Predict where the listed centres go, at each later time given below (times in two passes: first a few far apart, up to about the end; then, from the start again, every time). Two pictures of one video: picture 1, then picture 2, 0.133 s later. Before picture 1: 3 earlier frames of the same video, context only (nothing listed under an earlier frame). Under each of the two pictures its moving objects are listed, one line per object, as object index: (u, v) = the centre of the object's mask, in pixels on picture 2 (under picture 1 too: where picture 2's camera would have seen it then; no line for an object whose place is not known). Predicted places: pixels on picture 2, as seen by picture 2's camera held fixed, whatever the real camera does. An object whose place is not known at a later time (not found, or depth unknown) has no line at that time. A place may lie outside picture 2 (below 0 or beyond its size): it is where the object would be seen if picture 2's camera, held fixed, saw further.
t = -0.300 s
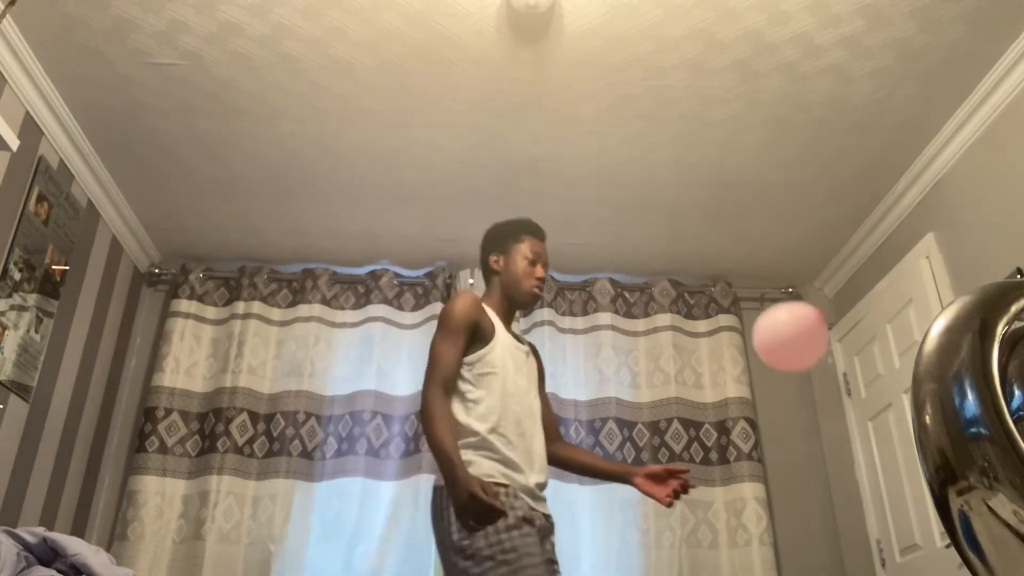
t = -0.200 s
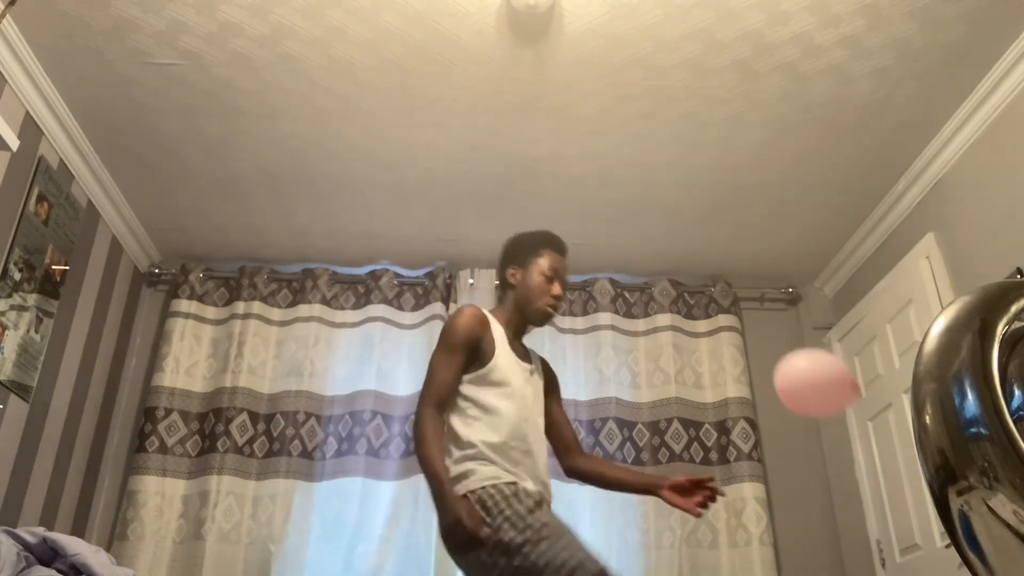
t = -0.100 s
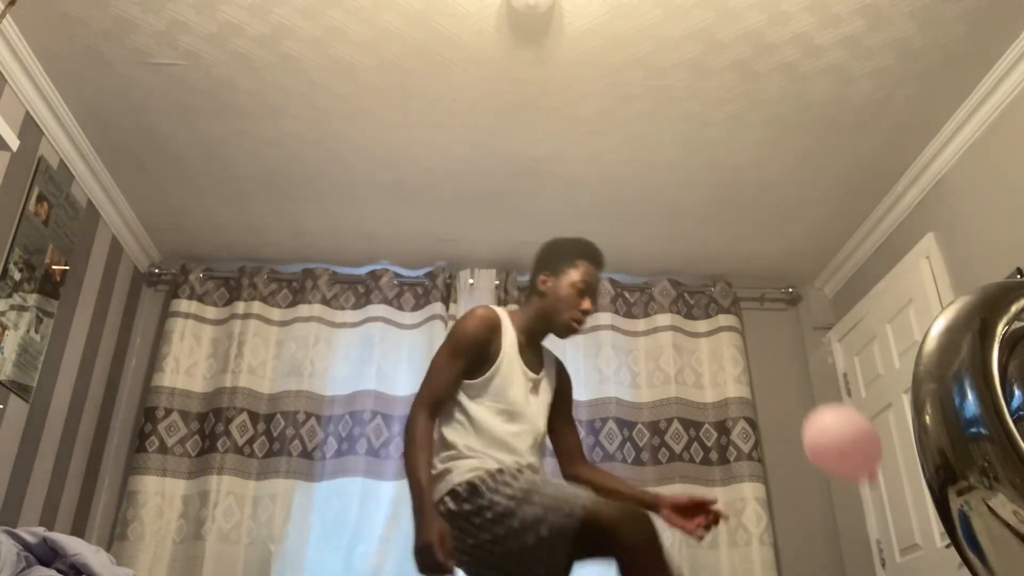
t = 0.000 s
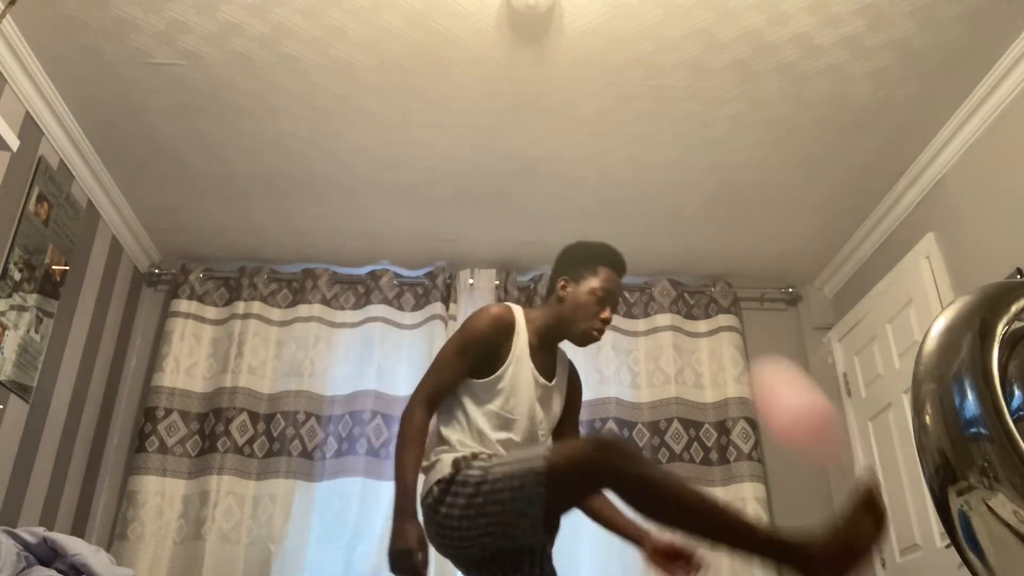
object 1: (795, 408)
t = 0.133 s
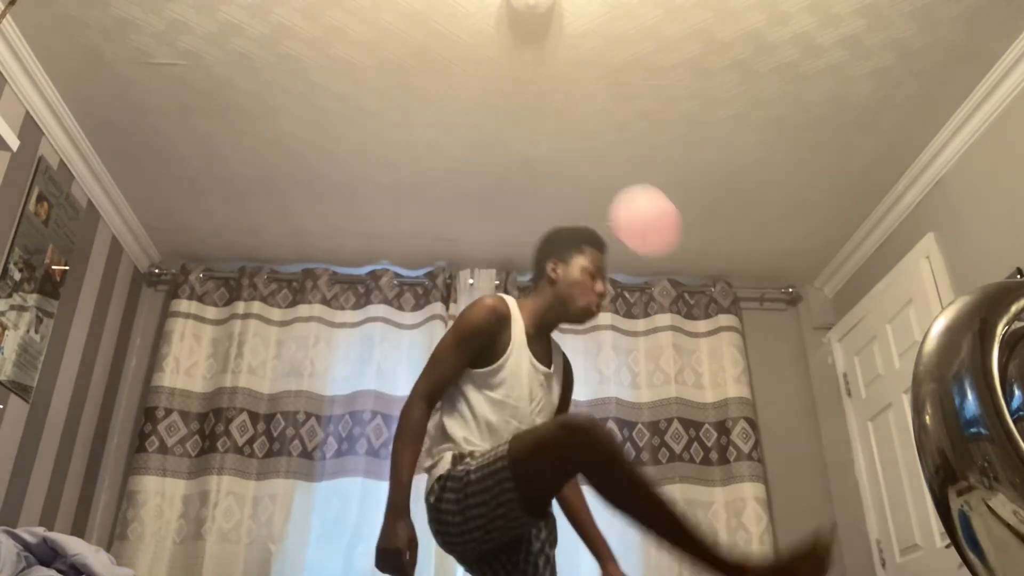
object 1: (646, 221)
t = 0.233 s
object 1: (575, 159)
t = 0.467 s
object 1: (477, 121)
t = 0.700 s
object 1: (411, 168)
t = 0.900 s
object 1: (378, 246)
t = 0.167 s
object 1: (621, 194)
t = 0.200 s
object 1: (597, 173)
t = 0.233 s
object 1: (575, 159)
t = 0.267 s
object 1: (555, 148)
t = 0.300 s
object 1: (538, 140)
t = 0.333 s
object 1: (524, 134)
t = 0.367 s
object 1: (512, 129)
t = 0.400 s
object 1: (502, 124)
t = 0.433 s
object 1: (490, 121)
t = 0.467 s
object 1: (477, 121)
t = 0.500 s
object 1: (464, 122)
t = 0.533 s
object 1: (451, 127)
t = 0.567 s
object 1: (441, 134)
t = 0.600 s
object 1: (432, 141)
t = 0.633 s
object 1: (424, 149)
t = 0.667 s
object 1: (417, 159)
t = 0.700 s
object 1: (411, 168)
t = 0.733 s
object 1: (406, 179)
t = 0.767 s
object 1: (401, 190)
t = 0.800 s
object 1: (396, 202)
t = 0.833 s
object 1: (391, 215)
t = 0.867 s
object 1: (384, 229)
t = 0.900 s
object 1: (378, 246)
